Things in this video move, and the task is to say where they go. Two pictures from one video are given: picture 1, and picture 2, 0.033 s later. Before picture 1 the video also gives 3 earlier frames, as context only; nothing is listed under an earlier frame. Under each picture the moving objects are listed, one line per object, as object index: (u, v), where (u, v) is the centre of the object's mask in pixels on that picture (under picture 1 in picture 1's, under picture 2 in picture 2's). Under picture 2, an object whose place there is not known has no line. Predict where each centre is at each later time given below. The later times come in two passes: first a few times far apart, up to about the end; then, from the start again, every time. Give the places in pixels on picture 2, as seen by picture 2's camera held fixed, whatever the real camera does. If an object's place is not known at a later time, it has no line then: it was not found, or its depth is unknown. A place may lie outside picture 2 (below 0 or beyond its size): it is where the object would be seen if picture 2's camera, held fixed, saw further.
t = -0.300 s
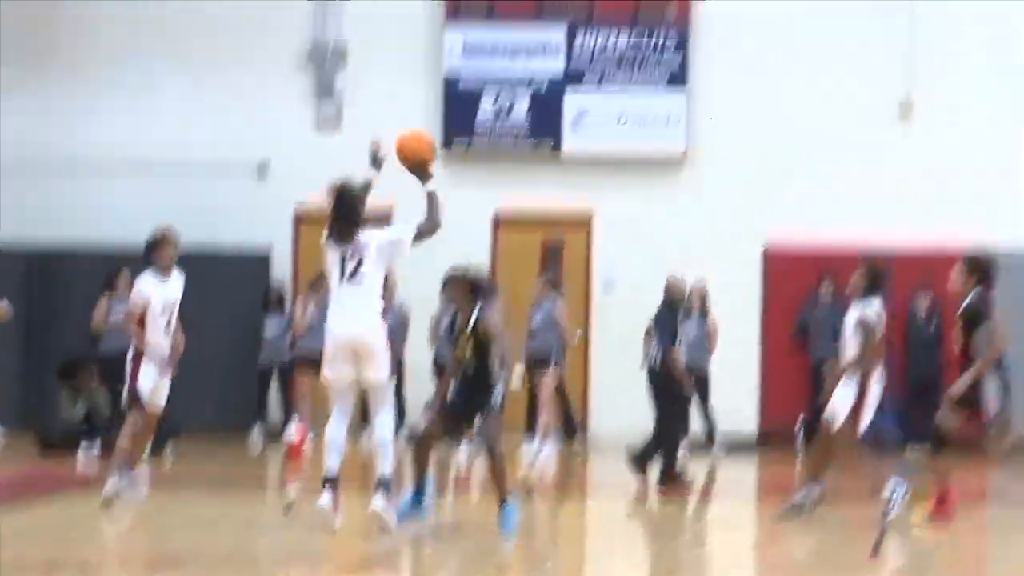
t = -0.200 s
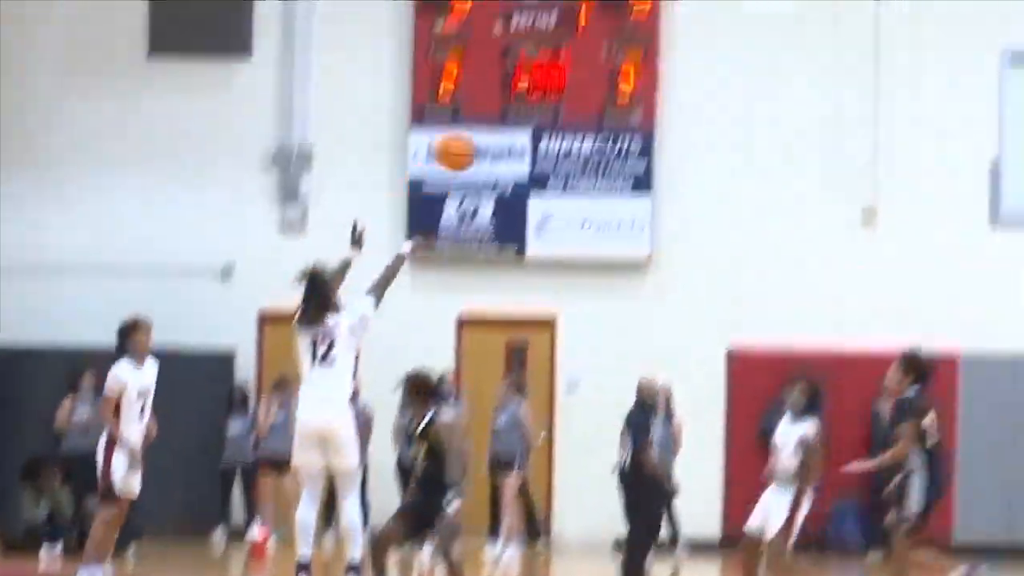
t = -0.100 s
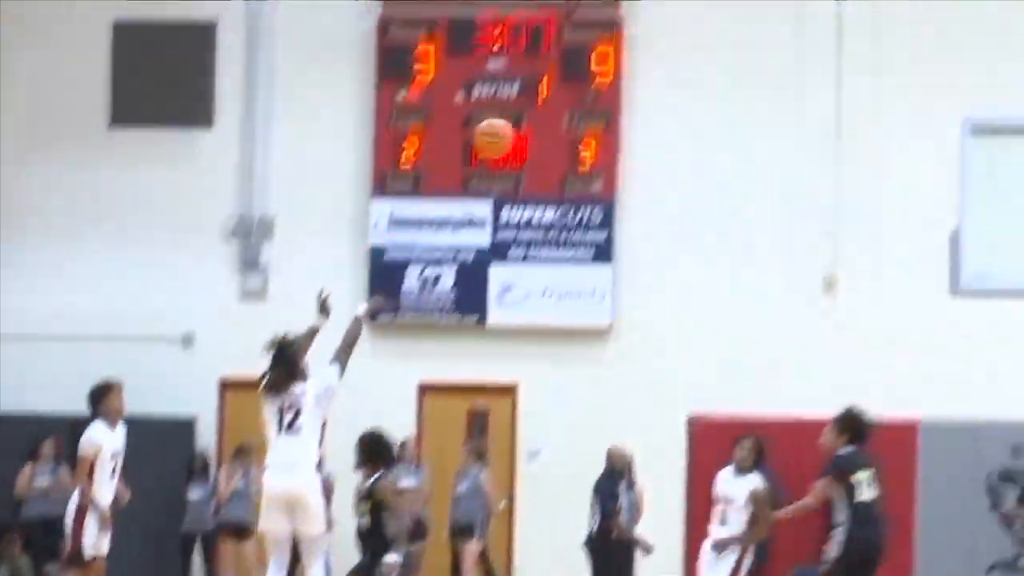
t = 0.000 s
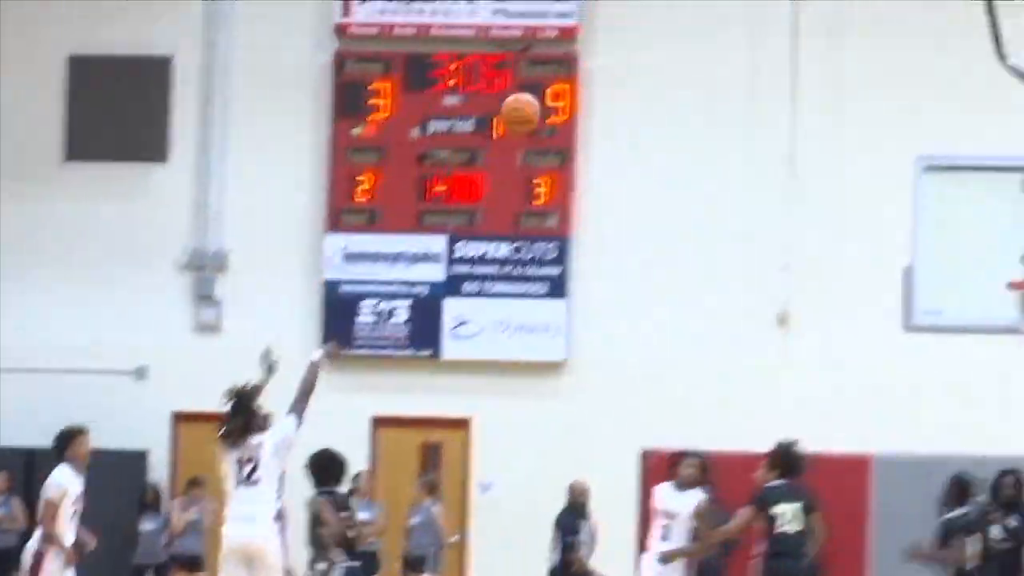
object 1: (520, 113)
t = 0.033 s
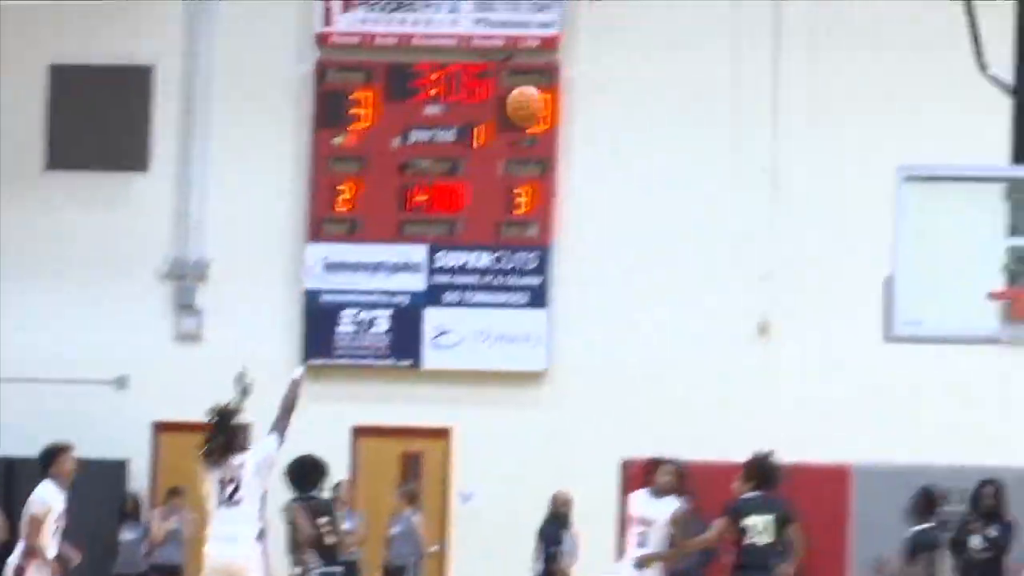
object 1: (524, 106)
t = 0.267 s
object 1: (680, 42)
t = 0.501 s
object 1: (822, 60)
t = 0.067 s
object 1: (548, 91)
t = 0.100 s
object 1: (572, 78)
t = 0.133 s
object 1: (594, 67)
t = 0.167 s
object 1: (617, 58)
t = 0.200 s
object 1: (638, 51)
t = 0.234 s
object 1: (659, 45)
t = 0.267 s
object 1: (680, 42)
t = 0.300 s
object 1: (701, 40)
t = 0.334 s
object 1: (722, 39)
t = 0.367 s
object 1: (742, 39)
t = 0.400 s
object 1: (763, 42)
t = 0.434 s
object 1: (783, 46)
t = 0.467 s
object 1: (802, 52)
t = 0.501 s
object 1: (822, 60)
